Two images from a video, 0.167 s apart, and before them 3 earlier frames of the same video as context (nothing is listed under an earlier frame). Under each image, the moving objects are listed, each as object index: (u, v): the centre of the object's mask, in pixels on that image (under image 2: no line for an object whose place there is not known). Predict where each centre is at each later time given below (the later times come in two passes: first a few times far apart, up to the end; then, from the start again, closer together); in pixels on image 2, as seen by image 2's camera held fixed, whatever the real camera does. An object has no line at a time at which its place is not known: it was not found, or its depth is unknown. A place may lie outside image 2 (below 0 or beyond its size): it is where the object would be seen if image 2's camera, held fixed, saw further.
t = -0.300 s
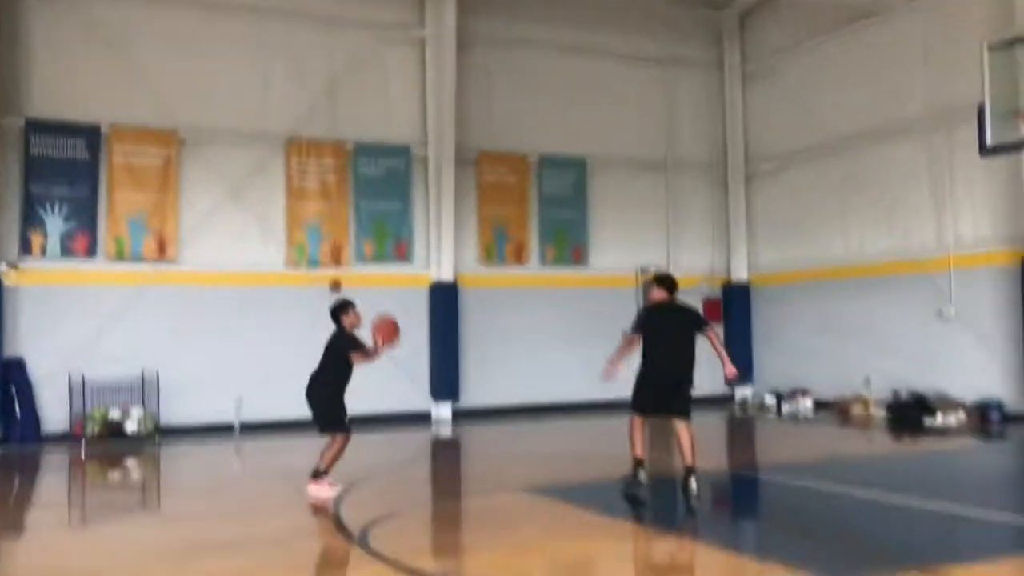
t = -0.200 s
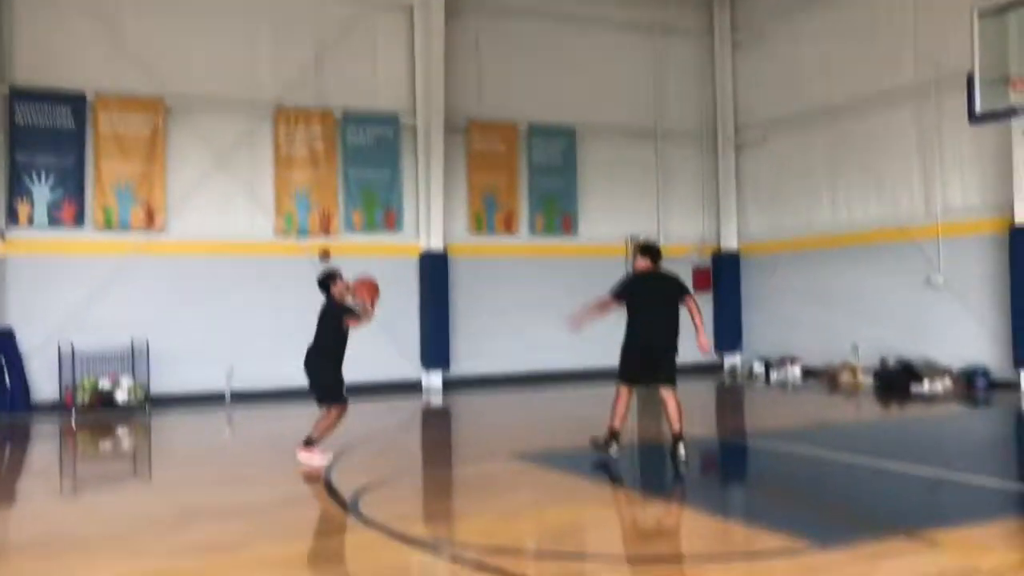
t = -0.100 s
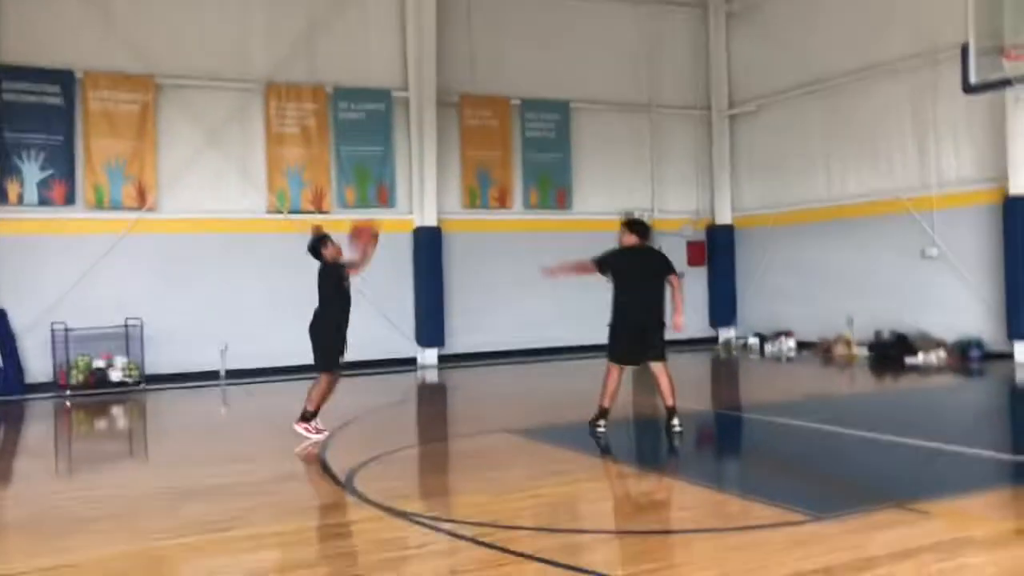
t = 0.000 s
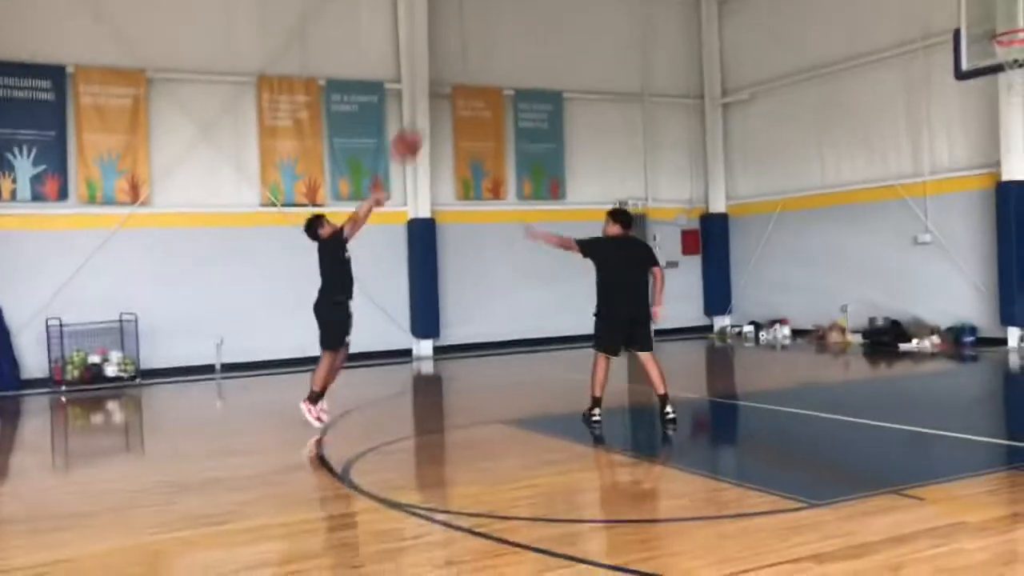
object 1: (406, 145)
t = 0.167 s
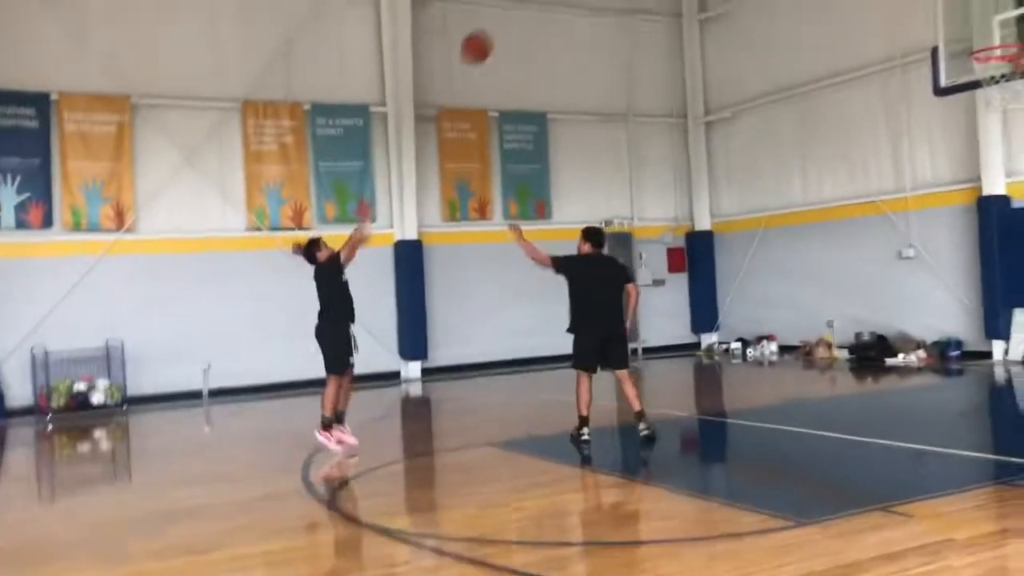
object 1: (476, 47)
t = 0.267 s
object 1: (527, -7)
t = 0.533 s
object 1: (662, -91)
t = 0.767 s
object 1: (778, -98)
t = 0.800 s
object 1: (795, -94)
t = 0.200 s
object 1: (493, 28)
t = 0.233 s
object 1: (510, 10)
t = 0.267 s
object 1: (527, -7)
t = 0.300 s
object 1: (543, -23)
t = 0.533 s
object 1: (662, -91)
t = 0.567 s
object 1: (678, -95)
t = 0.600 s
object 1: (695, -99)
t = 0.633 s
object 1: (711, -101)
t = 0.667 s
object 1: (728, -102)
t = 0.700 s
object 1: (744, -102)
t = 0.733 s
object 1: (761, -100)
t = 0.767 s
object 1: (778, -98)
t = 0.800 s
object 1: (795, -94)
